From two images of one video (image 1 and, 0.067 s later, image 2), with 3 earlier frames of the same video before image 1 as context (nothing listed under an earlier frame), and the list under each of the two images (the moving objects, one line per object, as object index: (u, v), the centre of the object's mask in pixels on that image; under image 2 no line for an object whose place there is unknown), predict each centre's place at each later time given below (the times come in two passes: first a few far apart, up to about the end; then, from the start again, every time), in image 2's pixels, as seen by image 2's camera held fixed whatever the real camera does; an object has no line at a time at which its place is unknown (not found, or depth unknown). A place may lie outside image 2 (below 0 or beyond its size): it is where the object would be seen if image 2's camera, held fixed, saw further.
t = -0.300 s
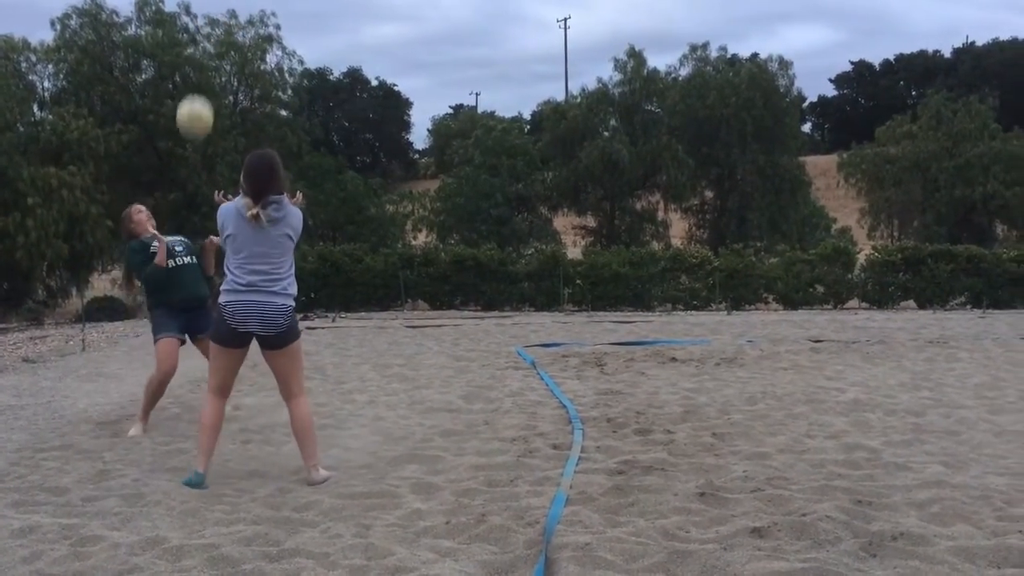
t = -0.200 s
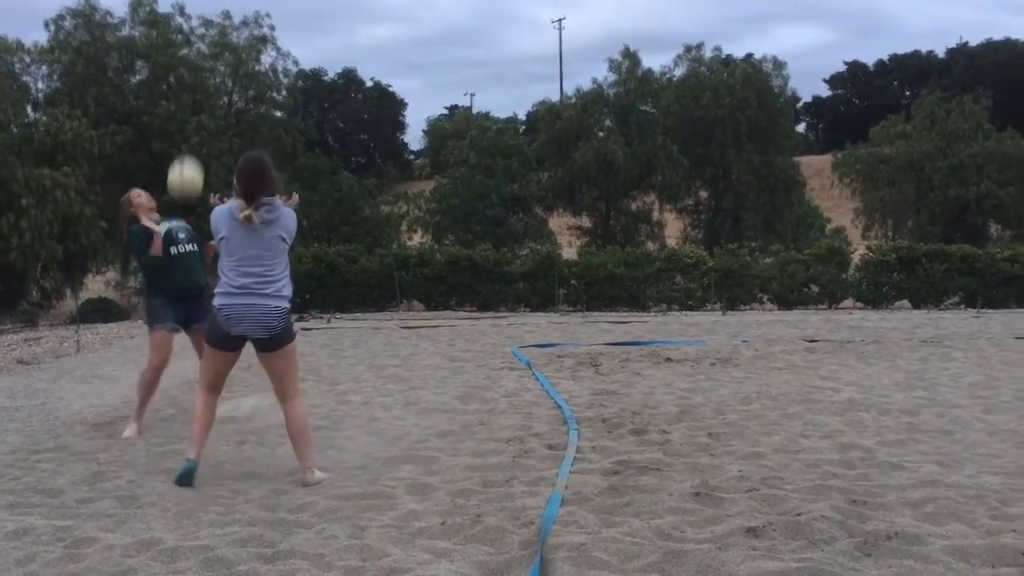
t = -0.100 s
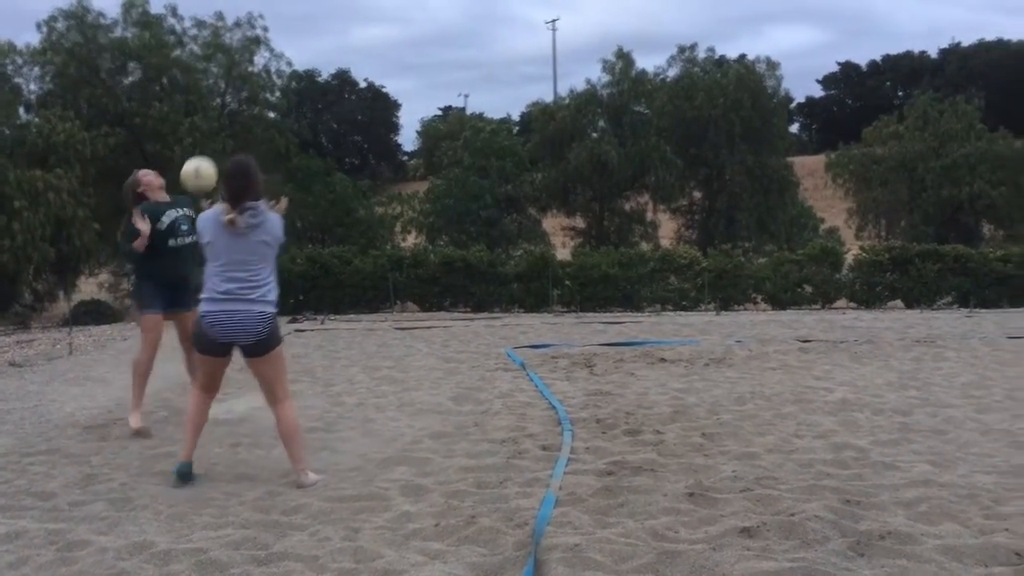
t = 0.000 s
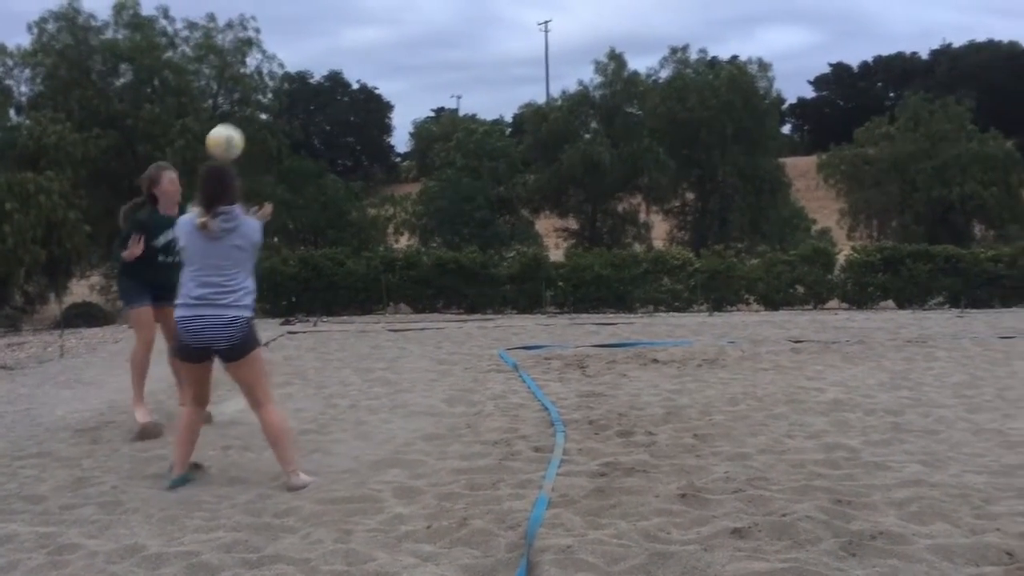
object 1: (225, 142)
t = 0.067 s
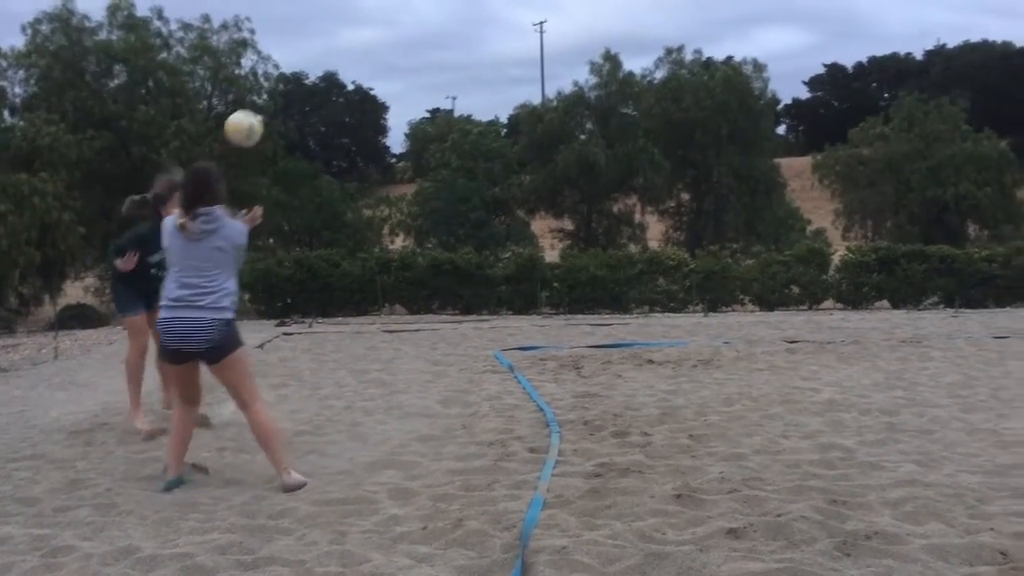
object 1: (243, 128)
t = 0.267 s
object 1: (319, 125)
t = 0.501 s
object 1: (414, 206)
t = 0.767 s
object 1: (531, 418)
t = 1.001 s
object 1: (610, 369)
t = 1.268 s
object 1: (713, 412)
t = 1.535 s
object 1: (807, 453)
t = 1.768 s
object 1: (886, 469)
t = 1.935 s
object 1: (929, 469)
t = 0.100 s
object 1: (256, 123)
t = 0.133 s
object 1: (268, 120)
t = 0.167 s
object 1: (281, 119)
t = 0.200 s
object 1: (293, 119)
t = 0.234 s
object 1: (306, 121)
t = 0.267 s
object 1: (319, 125)
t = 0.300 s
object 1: (332, 131)
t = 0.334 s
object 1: (346, 139)
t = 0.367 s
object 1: (359, 148)
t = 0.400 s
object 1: (373, 160)
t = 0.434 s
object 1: (386, 171)
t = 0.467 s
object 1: (401, 189)
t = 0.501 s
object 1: (414, 206)
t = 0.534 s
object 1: (429, 226)
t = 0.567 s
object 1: (443, 248)
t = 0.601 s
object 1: (457, 271)
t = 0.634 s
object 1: (472, 295)
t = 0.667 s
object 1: (487, 322)
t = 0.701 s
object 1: (502, 350)
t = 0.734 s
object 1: (517, 380)
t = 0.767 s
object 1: (531, 418)
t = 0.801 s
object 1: (541, 418)
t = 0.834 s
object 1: (552, 403)
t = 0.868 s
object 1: (564, 393)
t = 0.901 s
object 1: (575, 384)
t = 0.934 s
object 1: (587, 378)
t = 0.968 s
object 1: (599, 372)
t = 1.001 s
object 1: (610, 369)
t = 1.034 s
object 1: (623, 366)
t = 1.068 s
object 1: (636, 367)
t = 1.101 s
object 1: (647, 369)
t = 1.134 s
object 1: (660, 374)
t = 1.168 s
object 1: (673, 380)
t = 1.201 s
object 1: (686, 386)
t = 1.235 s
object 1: (699, 399)
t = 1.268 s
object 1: (713, 412)
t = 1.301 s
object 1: (725, 427)
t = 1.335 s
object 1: (741, 442)
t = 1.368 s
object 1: (751, 441)
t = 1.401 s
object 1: (761, 441)
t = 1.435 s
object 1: (770, 443)
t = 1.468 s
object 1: (784, 447)
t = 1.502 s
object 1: (796, 451)
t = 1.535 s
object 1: (807, 453)
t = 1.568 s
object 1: (819, 455)
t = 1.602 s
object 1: (830, 460)
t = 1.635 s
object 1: (841, 461)
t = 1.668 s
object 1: (852, 462)
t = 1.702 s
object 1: (862, 463)
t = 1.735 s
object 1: (874, 468)
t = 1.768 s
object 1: (886, 469)
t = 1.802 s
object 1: (896, 468)
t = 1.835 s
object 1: (904, 466)
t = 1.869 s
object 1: (913, 465)
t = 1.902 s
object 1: (921, 465)
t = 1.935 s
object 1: (929, 469)
